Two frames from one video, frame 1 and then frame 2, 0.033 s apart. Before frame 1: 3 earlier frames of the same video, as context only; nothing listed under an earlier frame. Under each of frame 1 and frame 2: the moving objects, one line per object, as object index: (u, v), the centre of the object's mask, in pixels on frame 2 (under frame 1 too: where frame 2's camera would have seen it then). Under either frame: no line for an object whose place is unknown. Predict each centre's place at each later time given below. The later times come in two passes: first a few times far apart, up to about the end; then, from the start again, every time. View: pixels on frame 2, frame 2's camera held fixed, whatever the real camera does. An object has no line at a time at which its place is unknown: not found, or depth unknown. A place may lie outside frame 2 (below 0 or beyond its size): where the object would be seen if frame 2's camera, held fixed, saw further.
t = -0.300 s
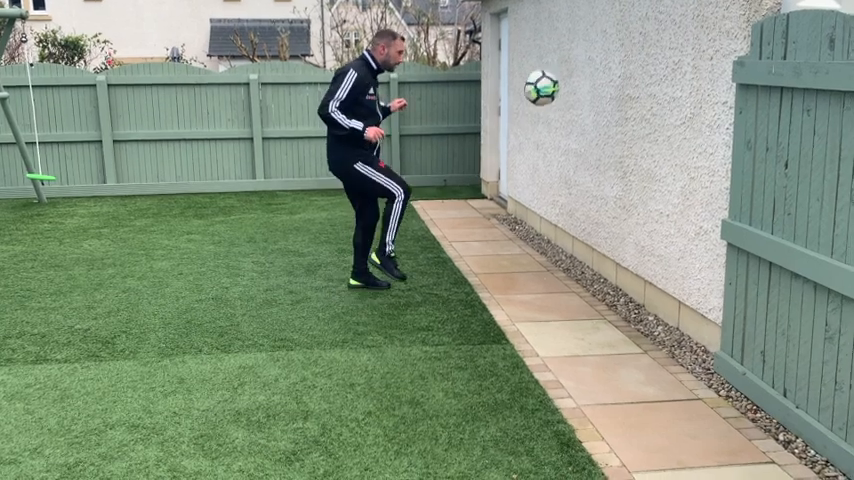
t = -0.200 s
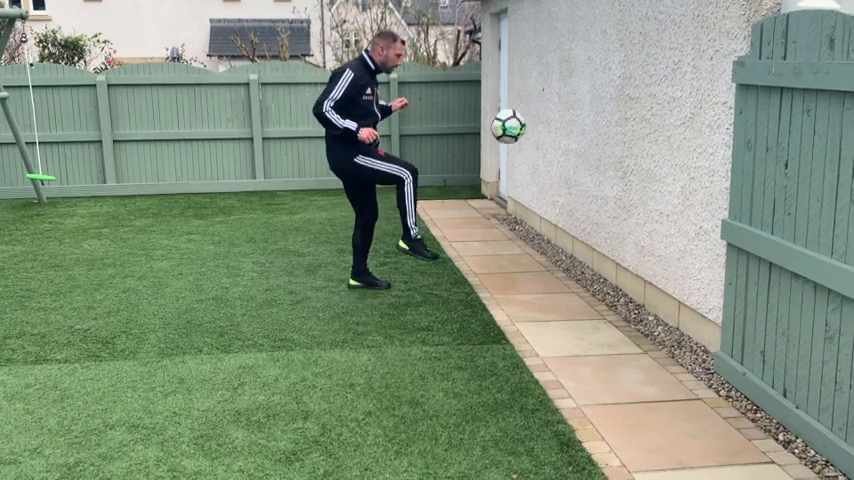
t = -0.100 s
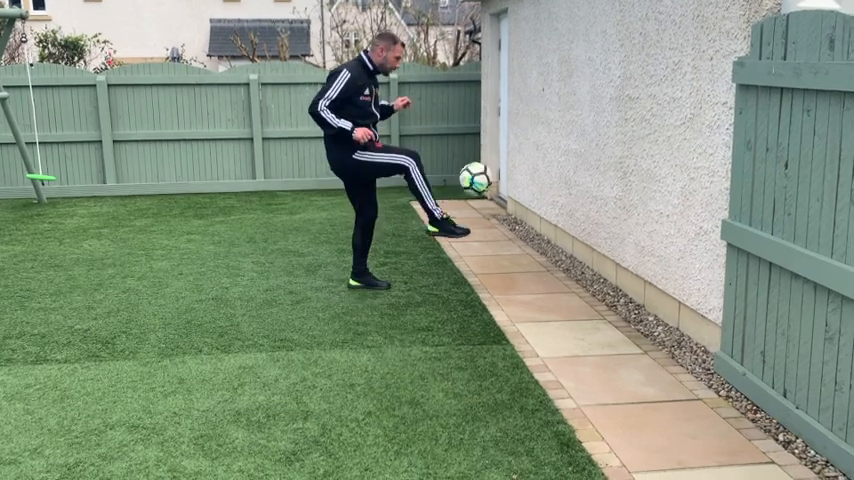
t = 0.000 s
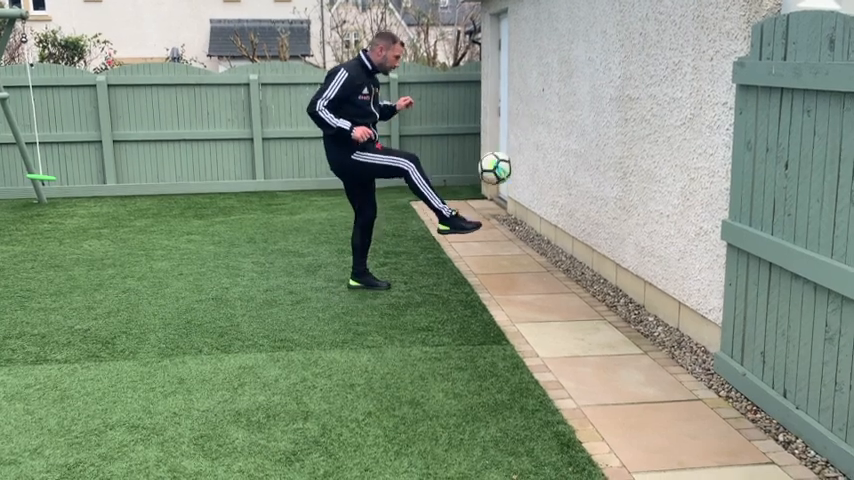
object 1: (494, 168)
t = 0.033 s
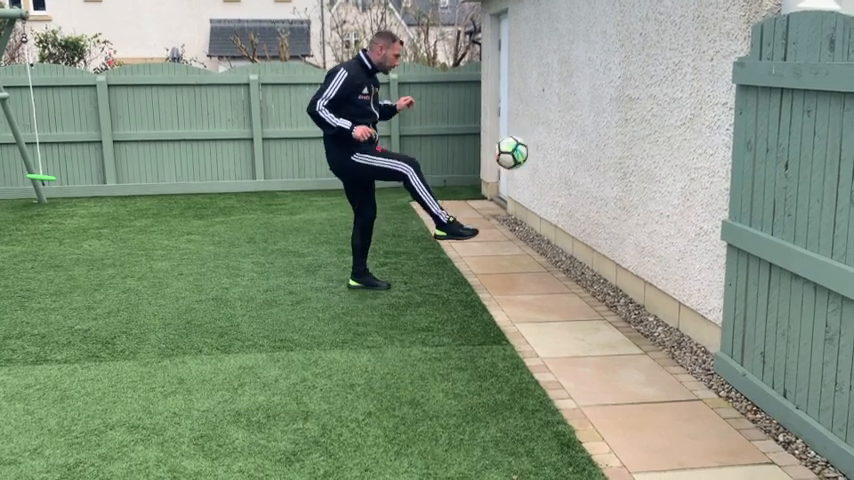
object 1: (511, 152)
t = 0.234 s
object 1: (602, 96)
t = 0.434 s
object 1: (521, 106)
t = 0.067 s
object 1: (527, 139)
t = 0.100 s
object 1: (543, 126)
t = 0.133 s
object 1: (558, 116)
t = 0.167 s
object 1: (574, 107)
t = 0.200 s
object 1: (589, 101)
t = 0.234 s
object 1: (602, 96)
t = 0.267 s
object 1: (588, 93)
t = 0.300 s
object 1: (574, 92)
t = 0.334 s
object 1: (560, 93)
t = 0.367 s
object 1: (548, 96)
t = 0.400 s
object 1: (534, 100)
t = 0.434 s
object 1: (521, 106)
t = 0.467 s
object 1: (507, 114)
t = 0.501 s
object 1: (494, 124)
